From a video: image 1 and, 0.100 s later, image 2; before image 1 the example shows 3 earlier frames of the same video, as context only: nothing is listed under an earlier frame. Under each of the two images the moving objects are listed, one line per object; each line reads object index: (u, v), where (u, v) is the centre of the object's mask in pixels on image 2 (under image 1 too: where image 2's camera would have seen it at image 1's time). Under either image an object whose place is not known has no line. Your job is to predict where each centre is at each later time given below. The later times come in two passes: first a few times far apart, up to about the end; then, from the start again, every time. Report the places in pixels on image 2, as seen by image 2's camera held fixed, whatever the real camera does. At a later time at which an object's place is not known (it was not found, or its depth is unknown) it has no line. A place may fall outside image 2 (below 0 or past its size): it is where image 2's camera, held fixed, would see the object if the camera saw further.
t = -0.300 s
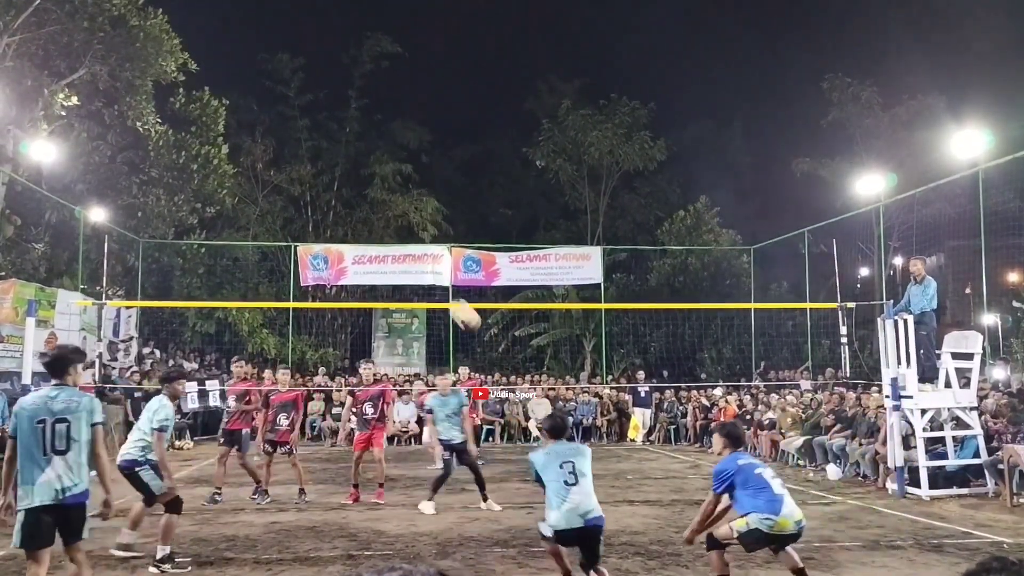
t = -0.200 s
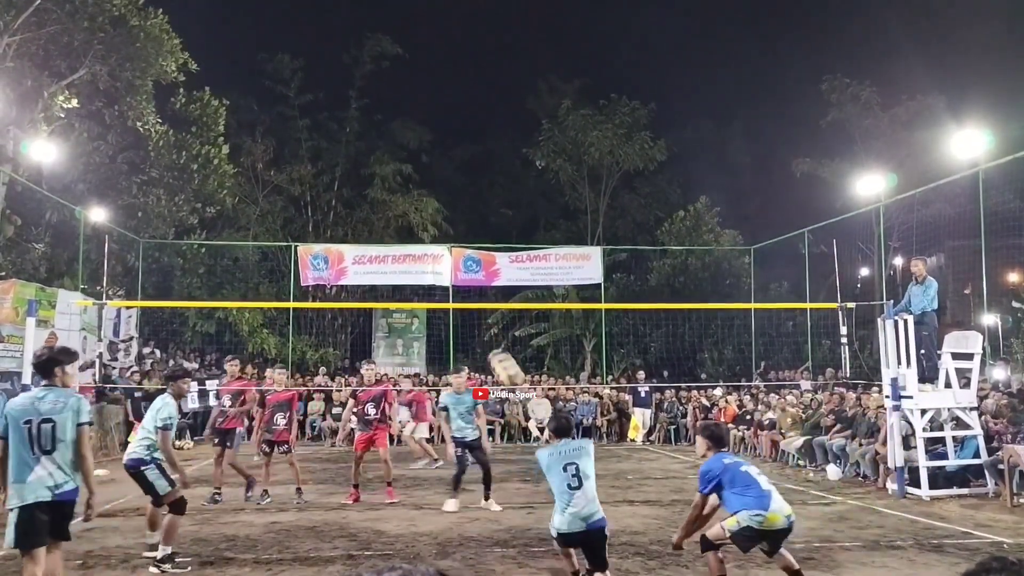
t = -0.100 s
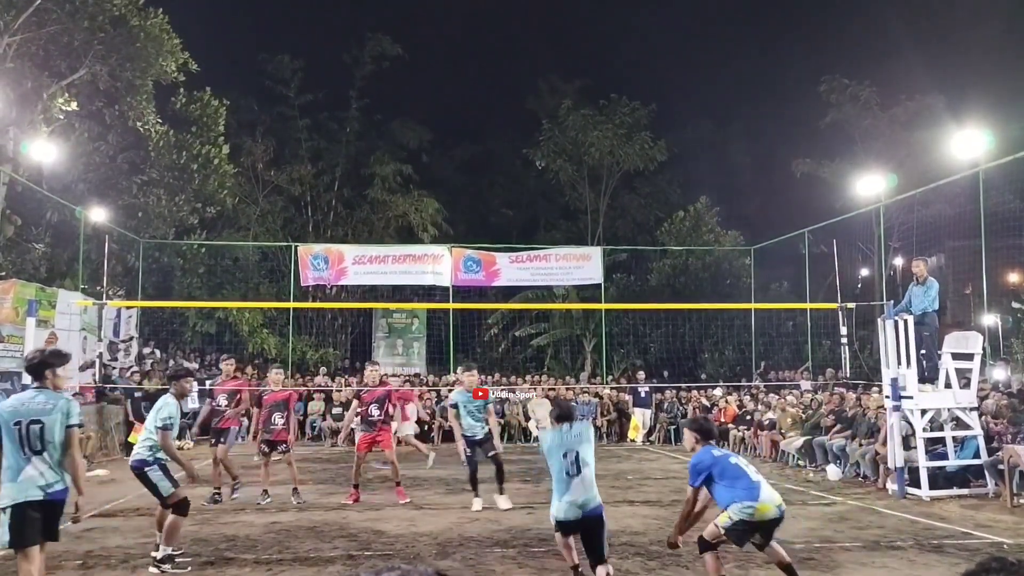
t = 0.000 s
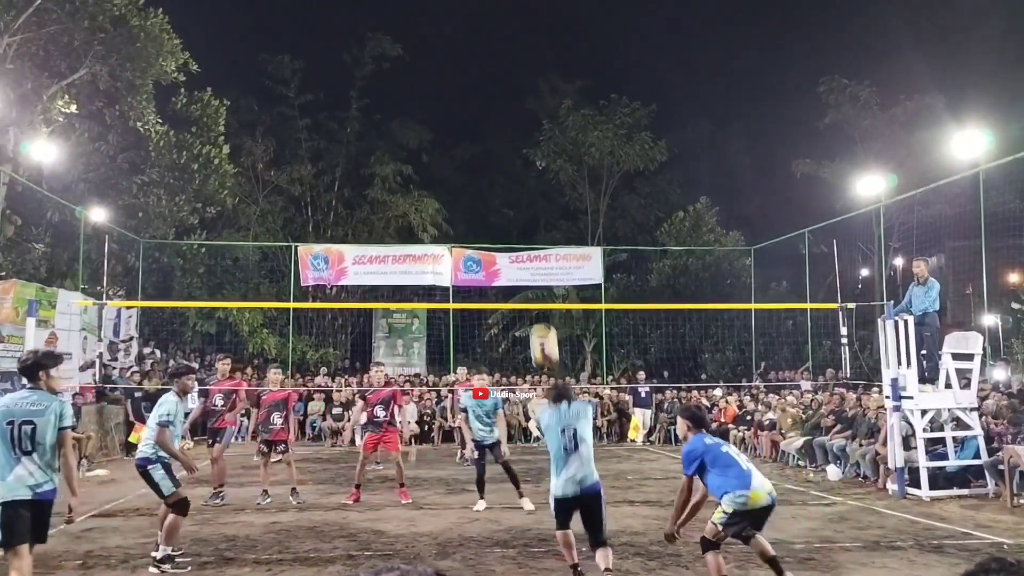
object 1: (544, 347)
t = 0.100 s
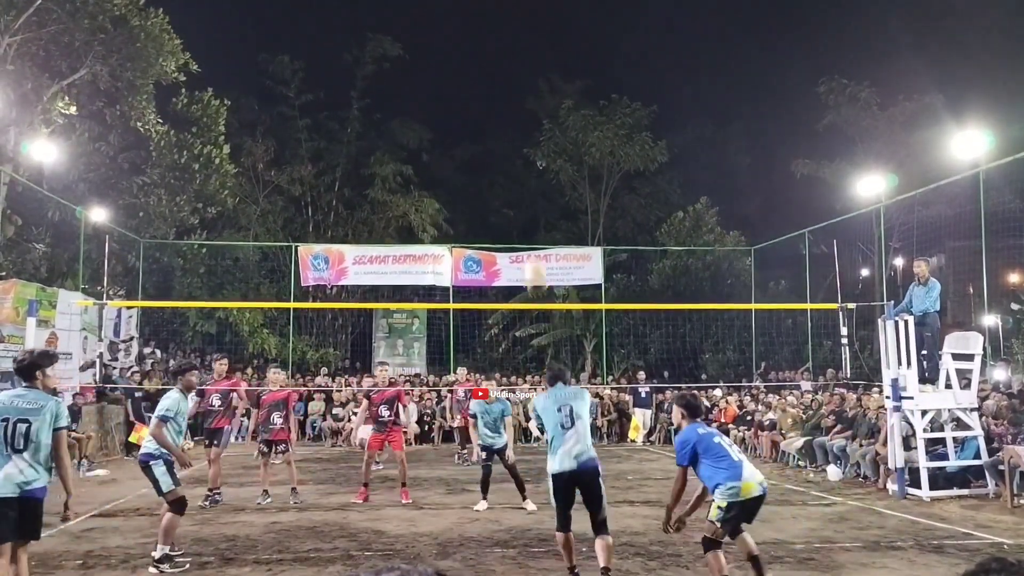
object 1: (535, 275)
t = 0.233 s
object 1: (524, 199)
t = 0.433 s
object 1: (510, 135)
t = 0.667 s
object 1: (496, 117)
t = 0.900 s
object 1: (484, 151)
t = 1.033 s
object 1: (477, 190)
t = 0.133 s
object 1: (532, 247)
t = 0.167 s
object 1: (529, 230)
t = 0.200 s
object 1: (527, 215)
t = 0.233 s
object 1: (524, 199)
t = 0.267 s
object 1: (522, 184)
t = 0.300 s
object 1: (519, 171)
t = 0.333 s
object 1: (517, 161)
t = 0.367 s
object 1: (515, 150)
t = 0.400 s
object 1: (512, 141)
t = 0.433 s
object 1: (510, 135)
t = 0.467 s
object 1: (508, 128)
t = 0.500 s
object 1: (506, 123)
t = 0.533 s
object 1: (504, 120)
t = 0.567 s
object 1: (502, 118)
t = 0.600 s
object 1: (500, 116)
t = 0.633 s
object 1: (498, 116)
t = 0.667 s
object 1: (496, 117)
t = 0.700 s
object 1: (494, 119)
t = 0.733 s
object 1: (492, 122)
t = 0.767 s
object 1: (491, 125)
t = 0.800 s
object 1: (489, 131)
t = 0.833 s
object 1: (487, 136)
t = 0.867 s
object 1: (485, 143)
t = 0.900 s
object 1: (484, 151)
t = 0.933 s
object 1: (482, 159)
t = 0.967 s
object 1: (481, 169)
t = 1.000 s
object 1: (479, 179)
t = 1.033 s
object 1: (477, 190)
